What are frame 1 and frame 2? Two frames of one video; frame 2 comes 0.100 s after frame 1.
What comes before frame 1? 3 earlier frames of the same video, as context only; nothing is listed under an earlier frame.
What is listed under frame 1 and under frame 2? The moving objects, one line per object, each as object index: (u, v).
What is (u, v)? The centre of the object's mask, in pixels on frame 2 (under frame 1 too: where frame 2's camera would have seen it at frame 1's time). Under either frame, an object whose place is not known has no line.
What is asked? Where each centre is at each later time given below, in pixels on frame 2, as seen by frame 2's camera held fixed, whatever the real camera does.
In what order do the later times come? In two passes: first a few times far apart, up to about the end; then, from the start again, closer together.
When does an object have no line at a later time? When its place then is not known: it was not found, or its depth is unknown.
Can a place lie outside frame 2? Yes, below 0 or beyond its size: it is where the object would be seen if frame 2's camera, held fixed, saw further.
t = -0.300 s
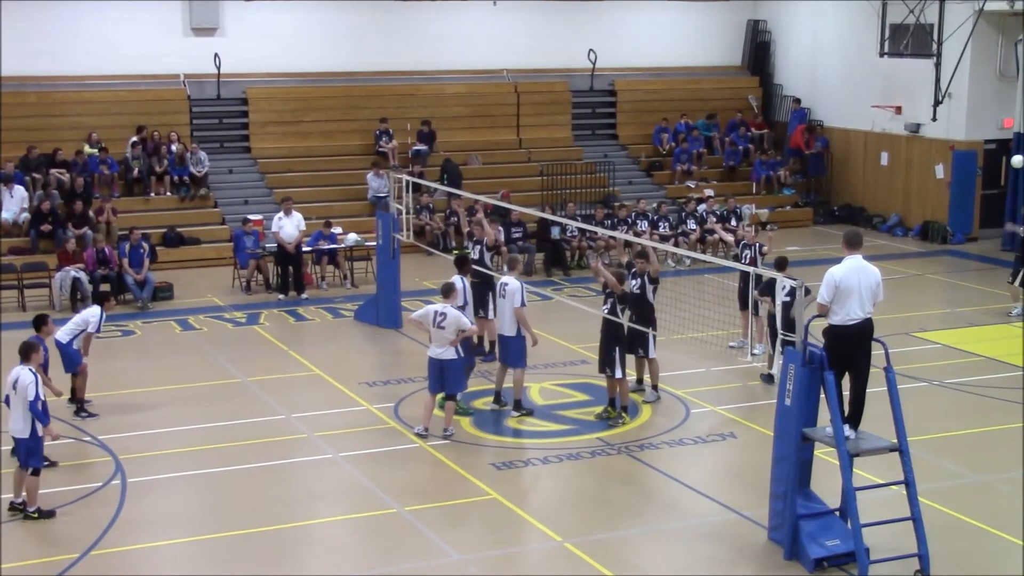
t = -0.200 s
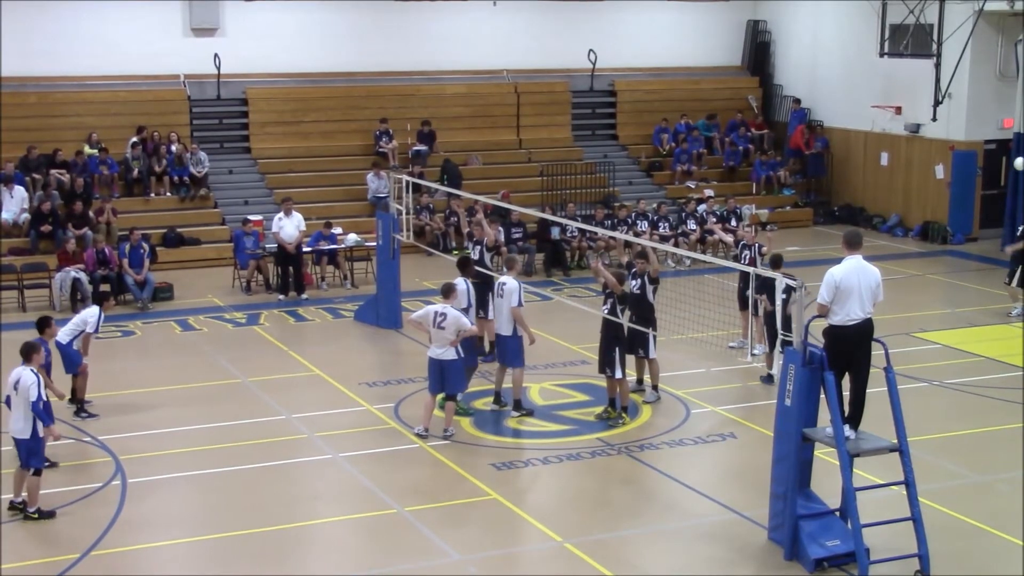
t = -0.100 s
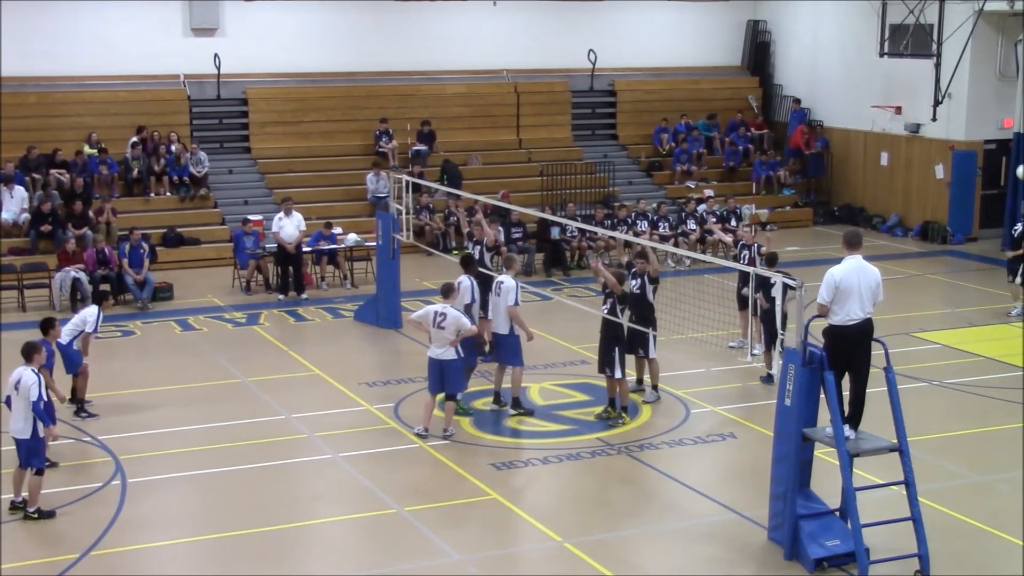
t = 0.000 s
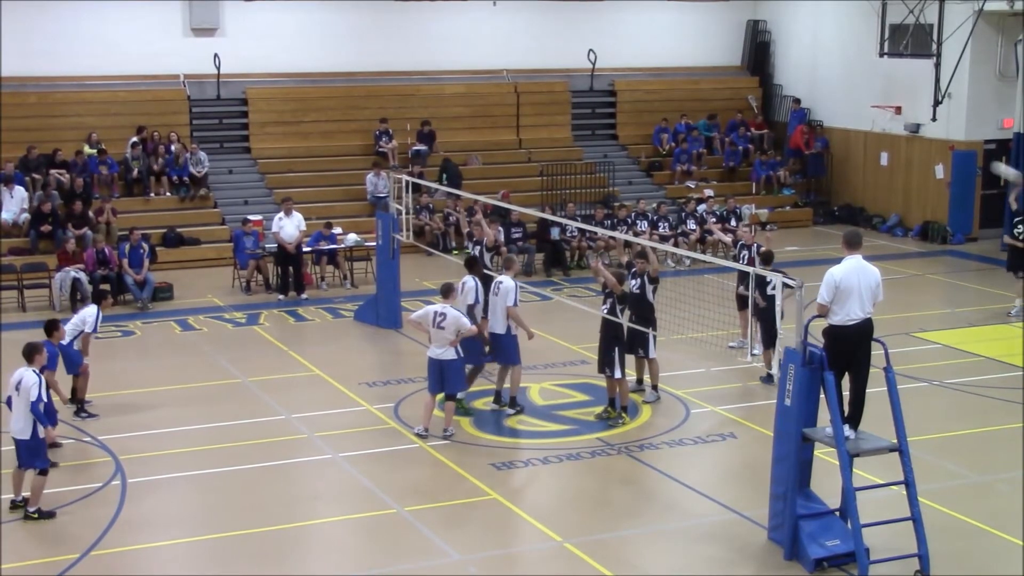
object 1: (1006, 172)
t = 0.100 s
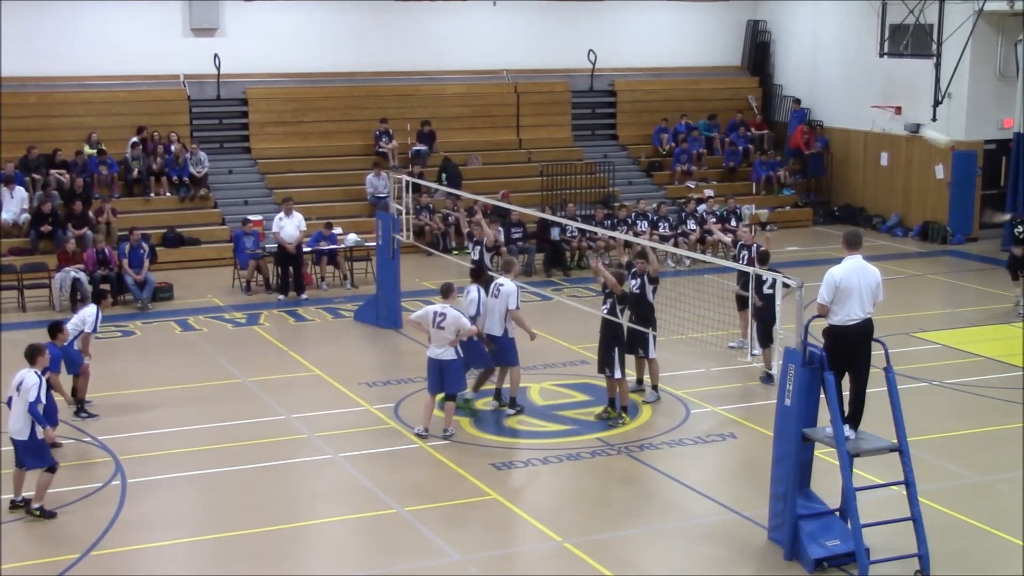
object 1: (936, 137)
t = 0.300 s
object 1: (794, 90)
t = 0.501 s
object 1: (641, 74)
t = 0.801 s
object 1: (393, 108)
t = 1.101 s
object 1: (125, 220)
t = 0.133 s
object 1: (911, 127)
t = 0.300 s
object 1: (794, 90)
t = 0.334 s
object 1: (767, 87)
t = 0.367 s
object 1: (743, 82)
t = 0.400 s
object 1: (718, 79)
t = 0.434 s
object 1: (691, 76)
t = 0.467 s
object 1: (665, 74)
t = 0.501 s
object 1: (641, 74)
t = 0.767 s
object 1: (422, 101)
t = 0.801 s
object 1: (393, 108)
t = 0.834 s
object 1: (365, 115)
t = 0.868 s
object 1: (335, 125)
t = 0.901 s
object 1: (306, 135)
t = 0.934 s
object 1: (276, 146)
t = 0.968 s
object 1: (247, 158)
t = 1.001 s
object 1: (216, 173)
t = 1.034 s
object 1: (188, 186)
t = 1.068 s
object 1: (156, 202)
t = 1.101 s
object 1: (125, 220)
